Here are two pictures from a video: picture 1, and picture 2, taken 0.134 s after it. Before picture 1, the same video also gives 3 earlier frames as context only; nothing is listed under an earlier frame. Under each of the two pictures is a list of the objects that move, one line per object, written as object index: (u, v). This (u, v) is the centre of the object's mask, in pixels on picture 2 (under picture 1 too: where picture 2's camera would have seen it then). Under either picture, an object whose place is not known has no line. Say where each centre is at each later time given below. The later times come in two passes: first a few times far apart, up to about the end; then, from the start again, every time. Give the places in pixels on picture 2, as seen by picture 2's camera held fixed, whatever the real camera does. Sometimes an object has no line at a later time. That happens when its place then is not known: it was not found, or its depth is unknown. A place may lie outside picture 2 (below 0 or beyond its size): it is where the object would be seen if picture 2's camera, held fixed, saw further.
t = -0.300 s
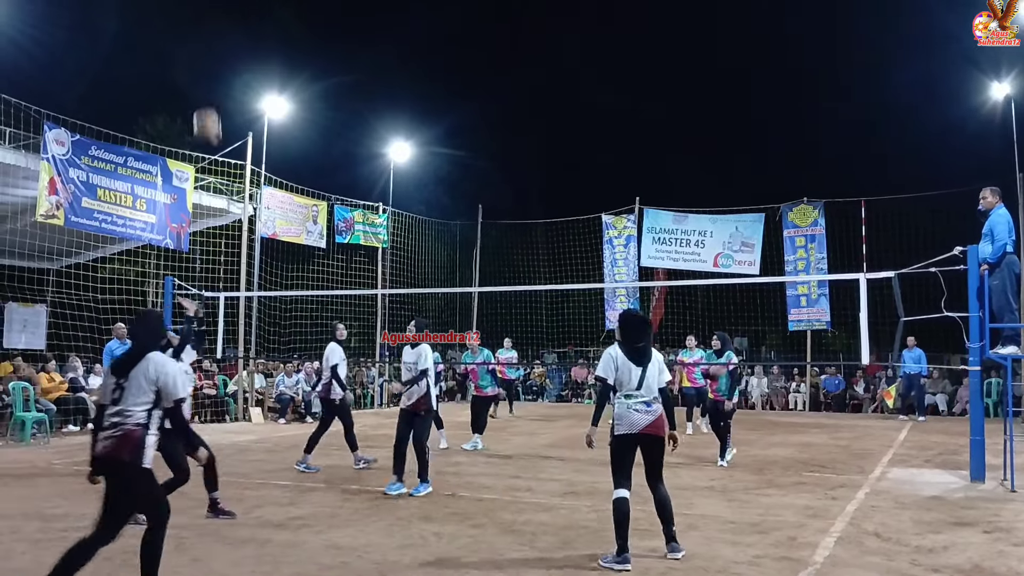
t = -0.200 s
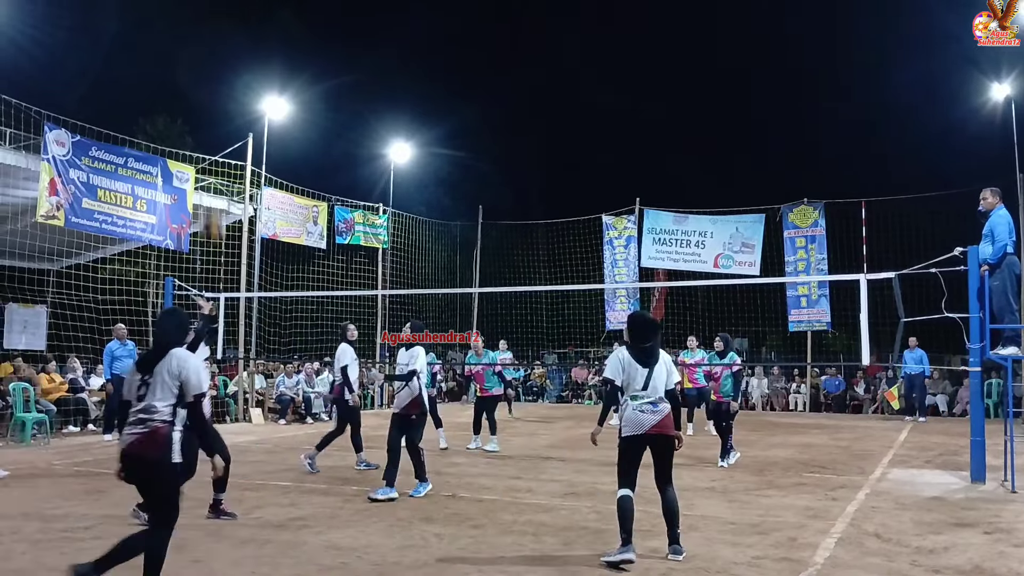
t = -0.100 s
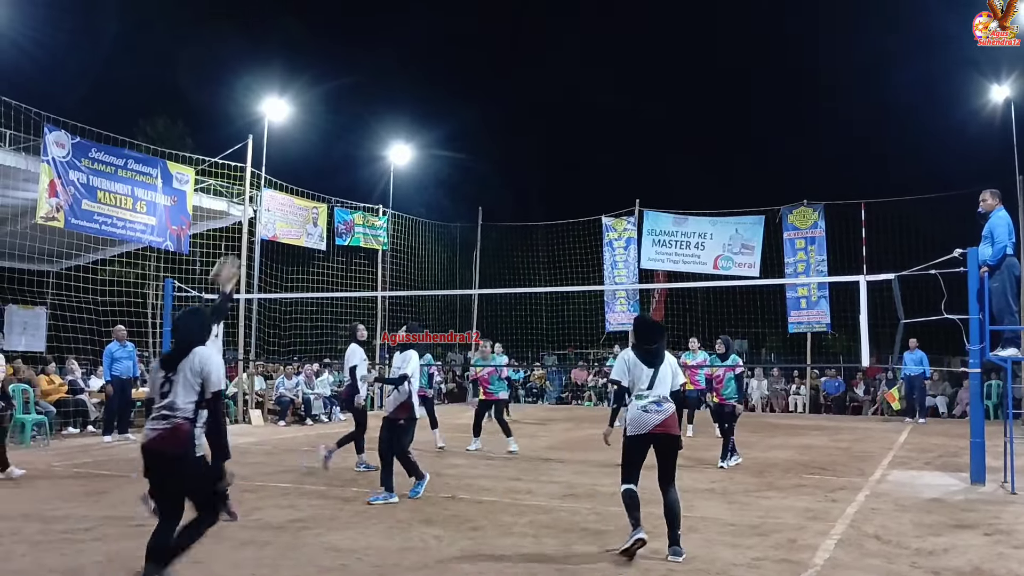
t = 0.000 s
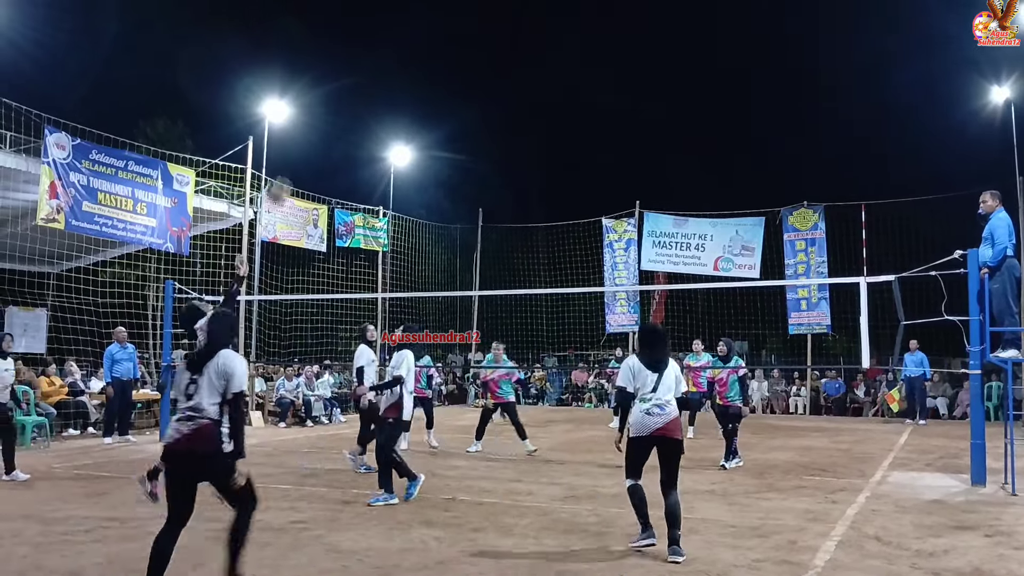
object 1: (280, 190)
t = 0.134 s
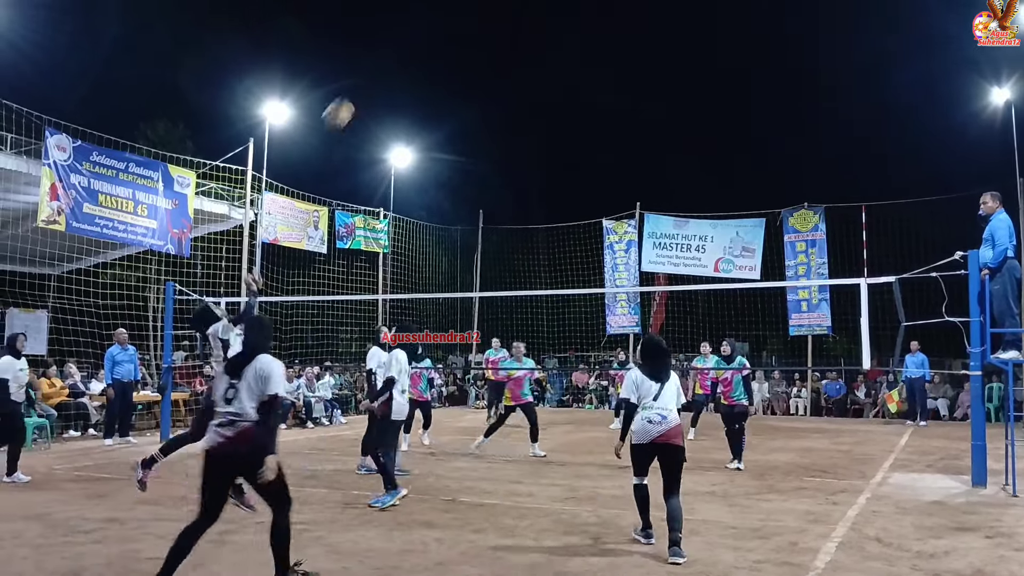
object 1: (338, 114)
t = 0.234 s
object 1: (380, 69)
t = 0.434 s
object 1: (457, 15)
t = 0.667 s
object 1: (537, 7)
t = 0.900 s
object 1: (609, 49)
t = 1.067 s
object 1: (656, 109)
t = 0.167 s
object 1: (353, 97)
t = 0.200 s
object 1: (366, 82)
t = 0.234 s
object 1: (380, 69)
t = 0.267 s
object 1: (394, 56)
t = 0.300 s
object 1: (407, 45)
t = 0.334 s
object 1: (420, 36)
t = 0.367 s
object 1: (432, 27)
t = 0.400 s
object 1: (444, 20)
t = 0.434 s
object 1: (457, 15)
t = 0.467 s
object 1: (469, 10)
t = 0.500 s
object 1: (480, 8)
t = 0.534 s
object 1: (492, 7)
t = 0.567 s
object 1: (504, 6)
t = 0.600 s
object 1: (515, 6)
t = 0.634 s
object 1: (526, 6)
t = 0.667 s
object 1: (537, 7)
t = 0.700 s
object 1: (548, 9)
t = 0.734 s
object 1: (558, 13)
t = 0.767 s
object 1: (569, 19)
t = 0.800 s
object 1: (579, 24)
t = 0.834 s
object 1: (589, 31)
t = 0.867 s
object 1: (599, 40)
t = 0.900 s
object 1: (609, 49)
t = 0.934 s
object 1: (618, 59)
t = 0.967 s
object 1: (628, 71)
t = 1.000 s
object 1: (637, 82)
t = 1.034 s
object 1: (647, 95)
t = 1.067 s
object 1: (656, 109)
